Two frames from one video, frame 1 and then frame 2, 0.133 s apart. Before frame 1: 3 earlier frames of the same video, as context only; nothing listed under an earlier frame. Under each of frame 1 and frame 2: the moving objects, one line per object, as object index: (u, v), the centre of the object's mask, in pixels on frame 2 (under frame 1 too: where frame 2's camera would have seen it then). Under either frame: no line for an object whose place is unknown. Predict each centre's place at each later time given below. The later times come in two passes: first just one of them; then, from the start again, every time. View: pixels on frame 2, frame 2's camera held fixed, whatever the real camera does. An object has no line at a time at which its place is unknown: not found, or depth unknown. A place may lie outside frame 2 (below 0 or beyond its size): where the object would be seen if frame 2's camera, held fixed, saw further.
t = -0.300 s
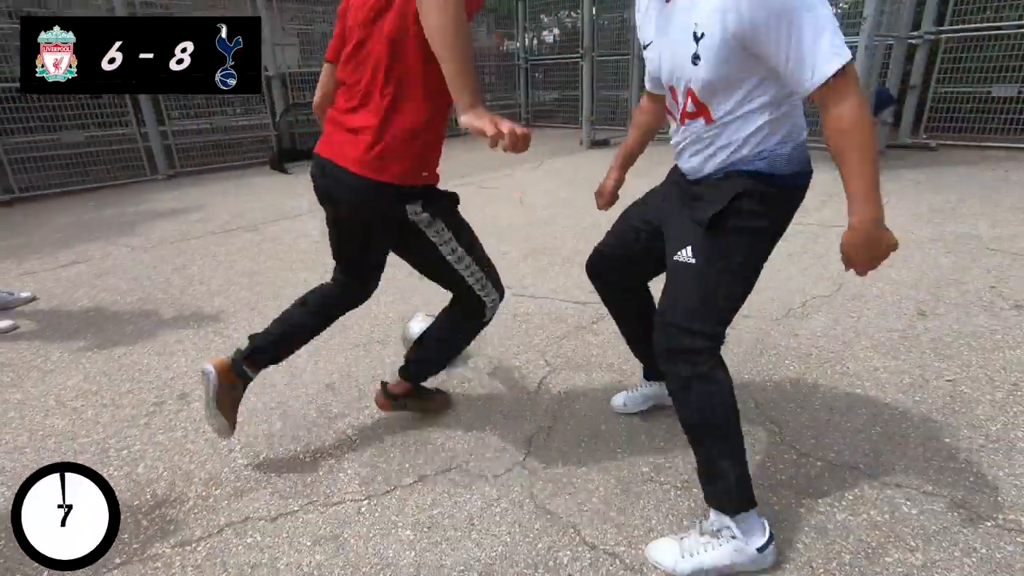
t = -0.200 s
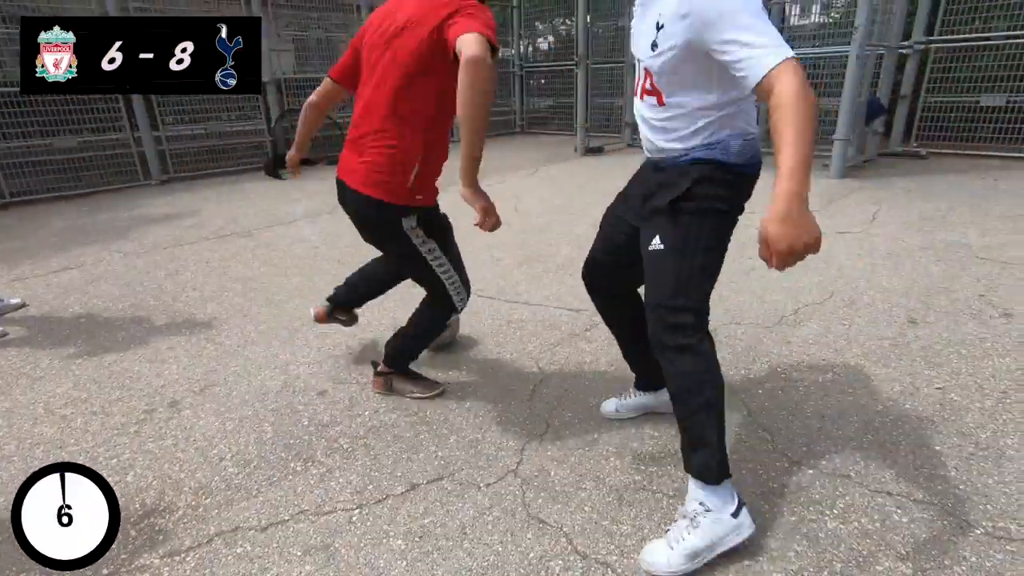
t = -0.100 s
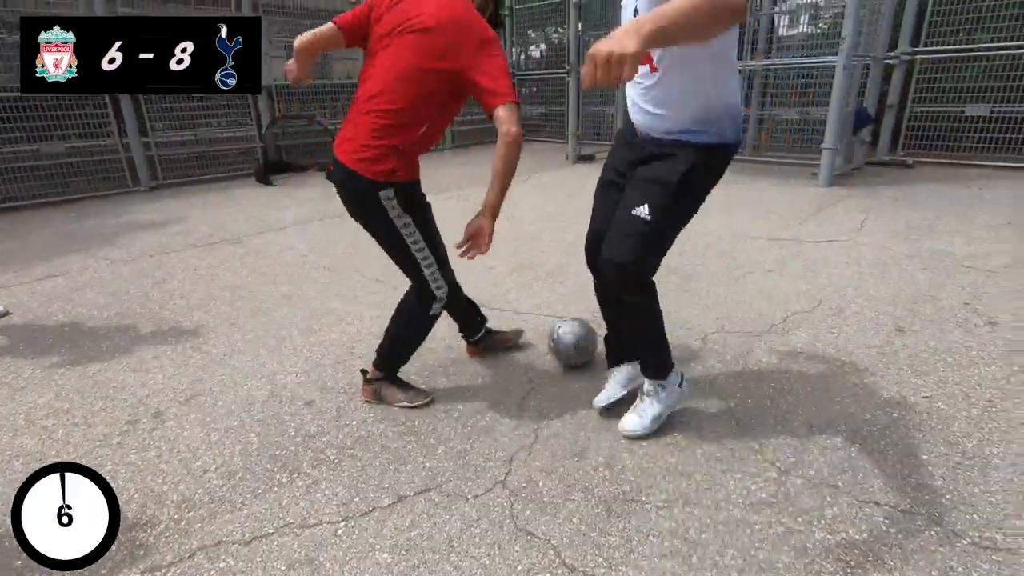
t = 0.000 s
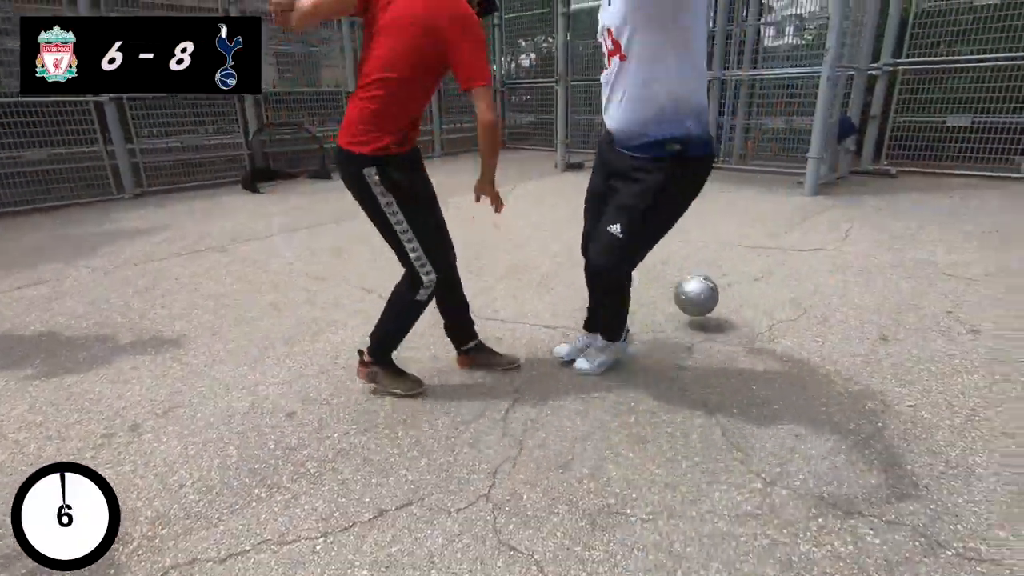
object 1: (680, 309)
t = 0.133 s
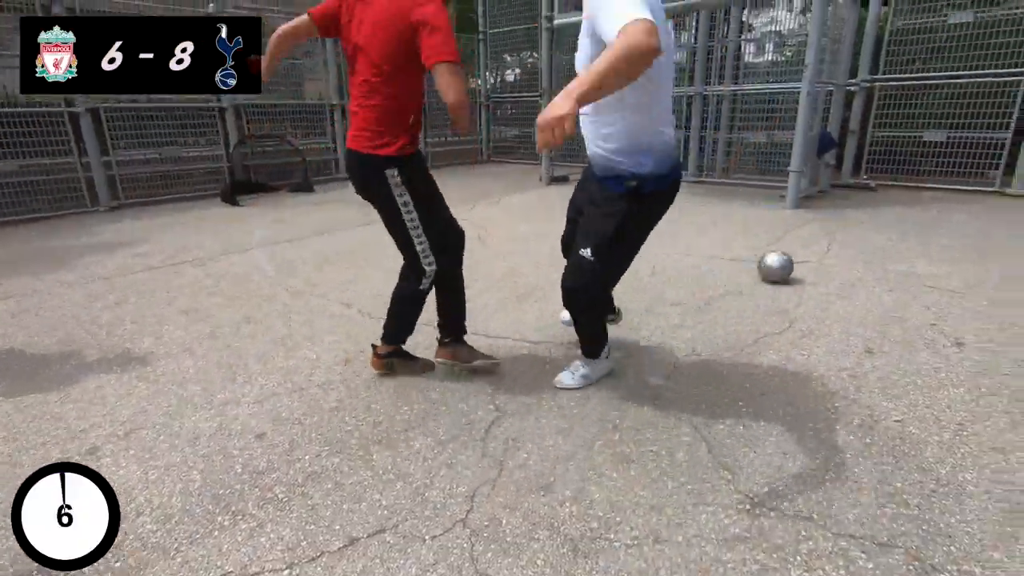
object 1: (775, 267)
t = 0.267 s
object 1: (830, 234)
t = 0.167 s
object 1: (791, 257)
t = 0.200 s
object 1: (805, 247)
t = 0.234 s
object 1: (818, 239)
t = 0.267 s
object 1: (830, 234)
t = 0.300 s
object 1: (841, 231)
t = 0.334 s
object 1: (850, 225)
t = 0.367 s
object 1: (860, 219)
